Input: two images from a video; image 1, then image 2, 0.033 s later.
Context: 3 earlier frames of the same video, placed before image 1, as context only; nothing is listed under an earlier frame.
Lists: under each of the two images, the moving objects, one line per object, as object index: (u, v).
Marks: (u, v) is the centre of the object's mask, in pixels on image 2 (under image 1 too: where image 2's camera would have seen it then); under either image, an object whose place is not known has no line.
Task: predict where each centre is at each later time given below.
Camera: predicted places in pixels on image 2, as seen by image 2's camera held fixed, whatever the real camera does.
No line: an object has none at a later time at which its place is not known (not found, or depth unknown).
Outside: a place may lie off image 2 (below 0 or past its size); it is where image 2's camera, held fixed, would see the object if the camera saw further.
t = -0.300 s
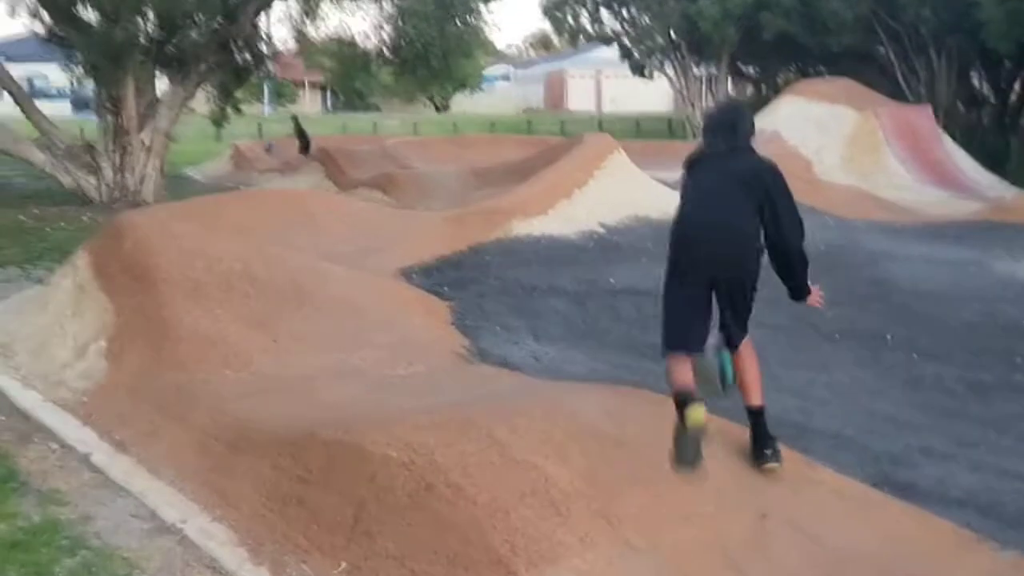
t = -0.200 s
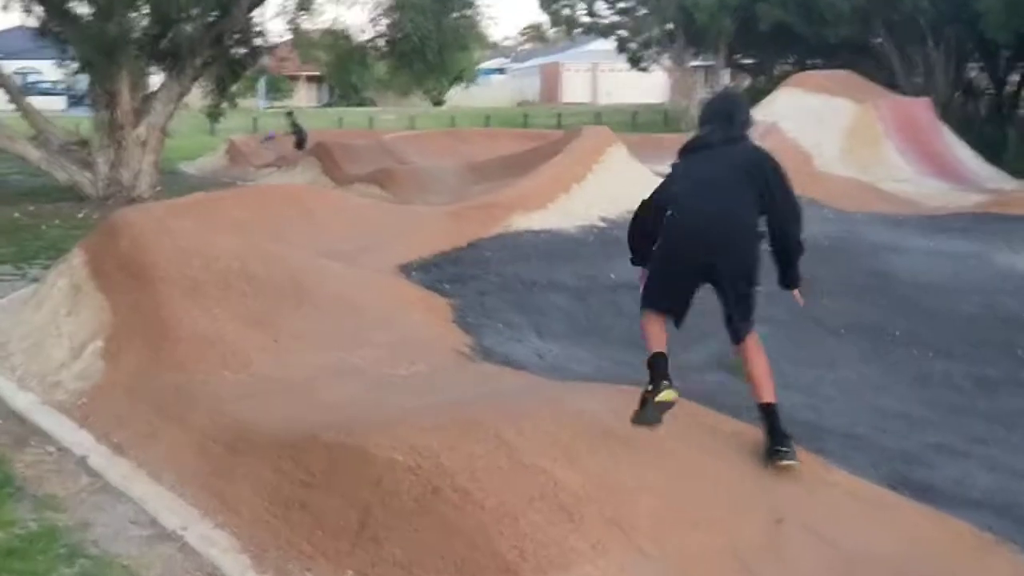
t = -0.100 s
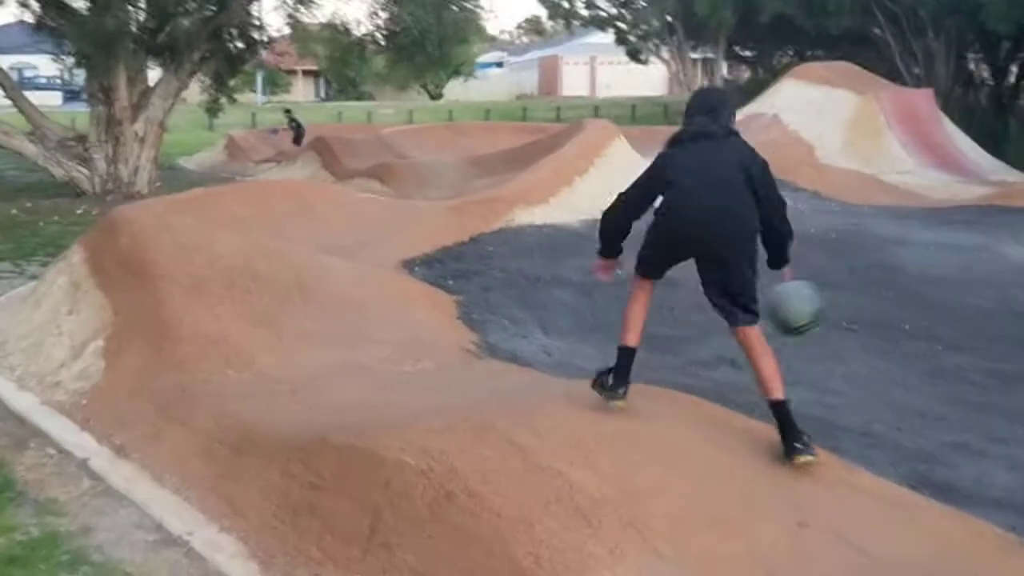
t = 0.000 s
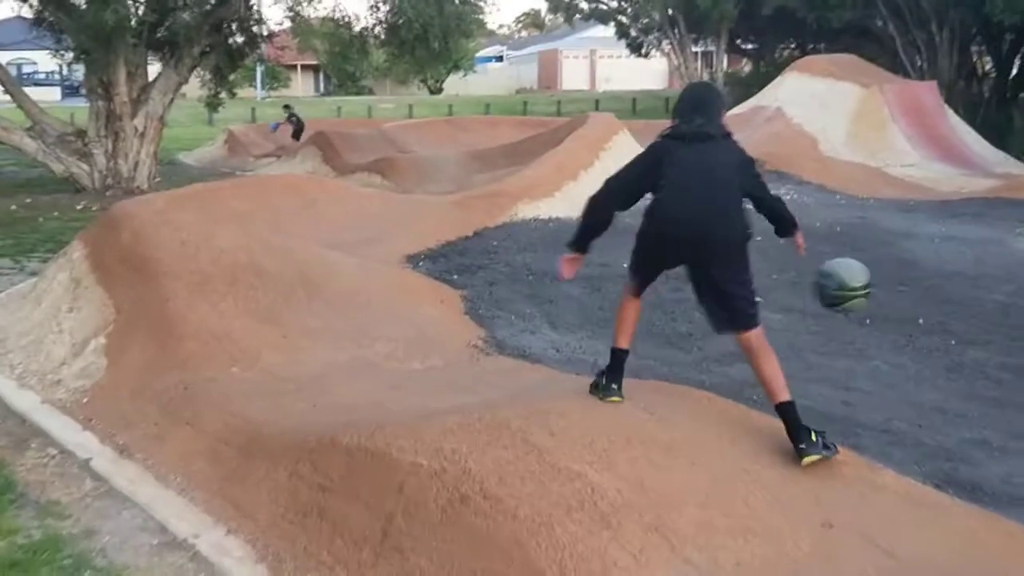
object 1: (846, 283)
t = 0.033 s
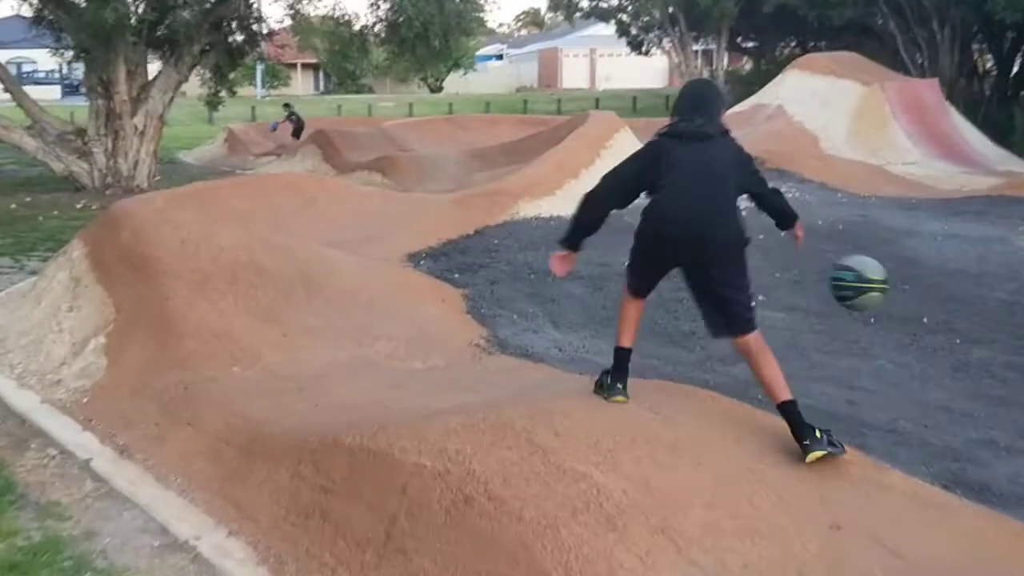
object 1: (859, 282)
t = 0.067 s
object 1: (869, 284)
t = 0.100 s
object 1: (880, 288)
